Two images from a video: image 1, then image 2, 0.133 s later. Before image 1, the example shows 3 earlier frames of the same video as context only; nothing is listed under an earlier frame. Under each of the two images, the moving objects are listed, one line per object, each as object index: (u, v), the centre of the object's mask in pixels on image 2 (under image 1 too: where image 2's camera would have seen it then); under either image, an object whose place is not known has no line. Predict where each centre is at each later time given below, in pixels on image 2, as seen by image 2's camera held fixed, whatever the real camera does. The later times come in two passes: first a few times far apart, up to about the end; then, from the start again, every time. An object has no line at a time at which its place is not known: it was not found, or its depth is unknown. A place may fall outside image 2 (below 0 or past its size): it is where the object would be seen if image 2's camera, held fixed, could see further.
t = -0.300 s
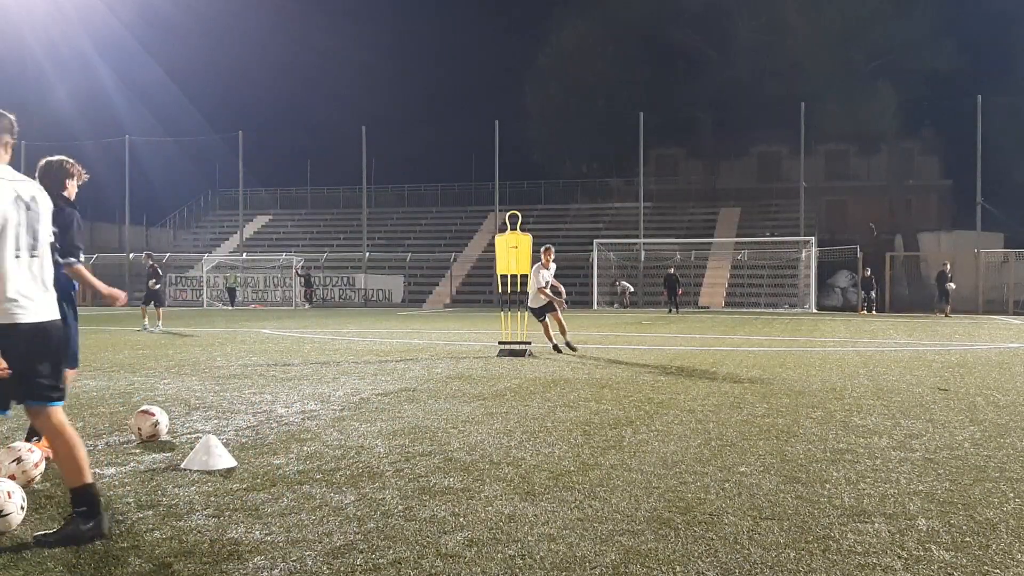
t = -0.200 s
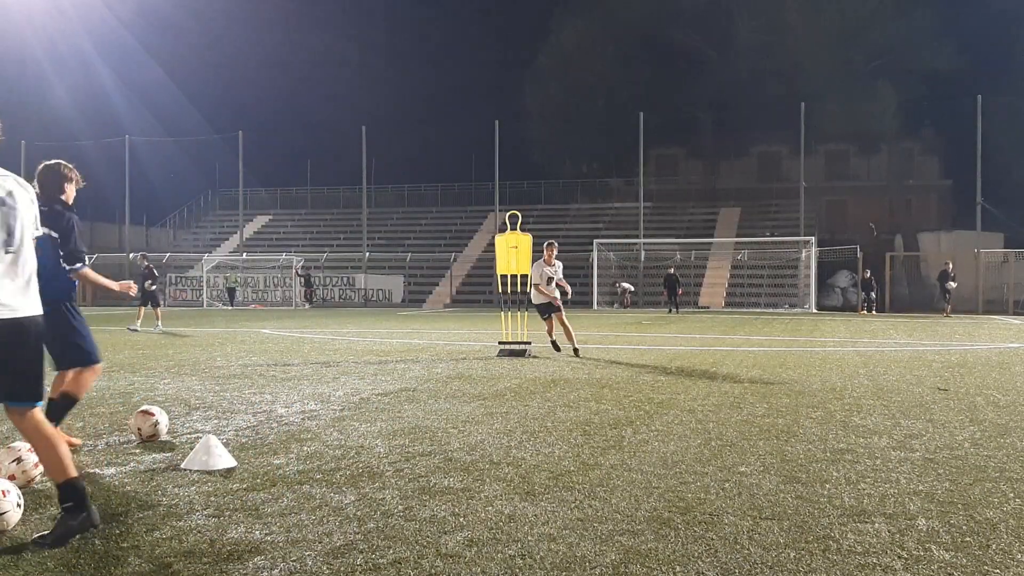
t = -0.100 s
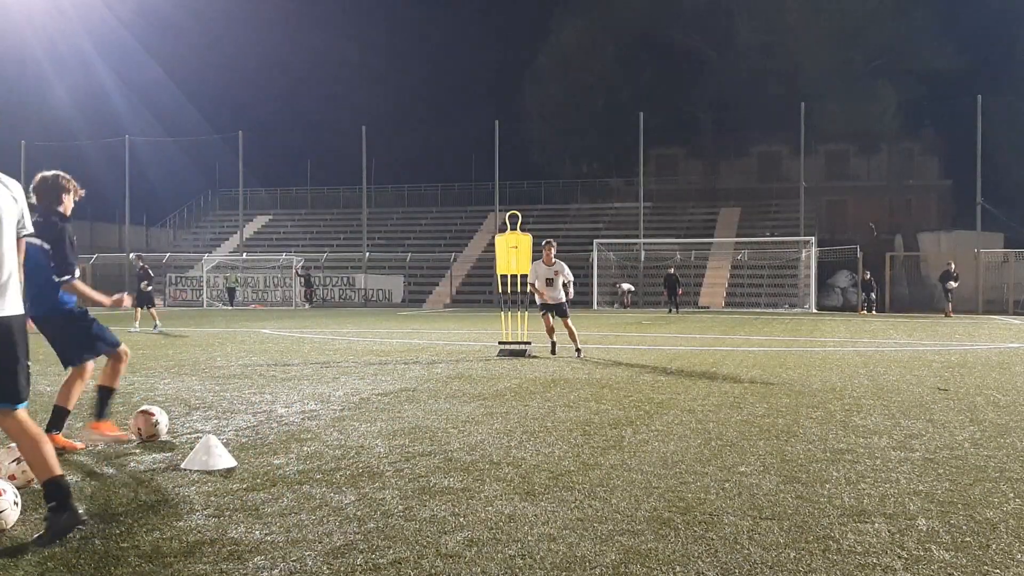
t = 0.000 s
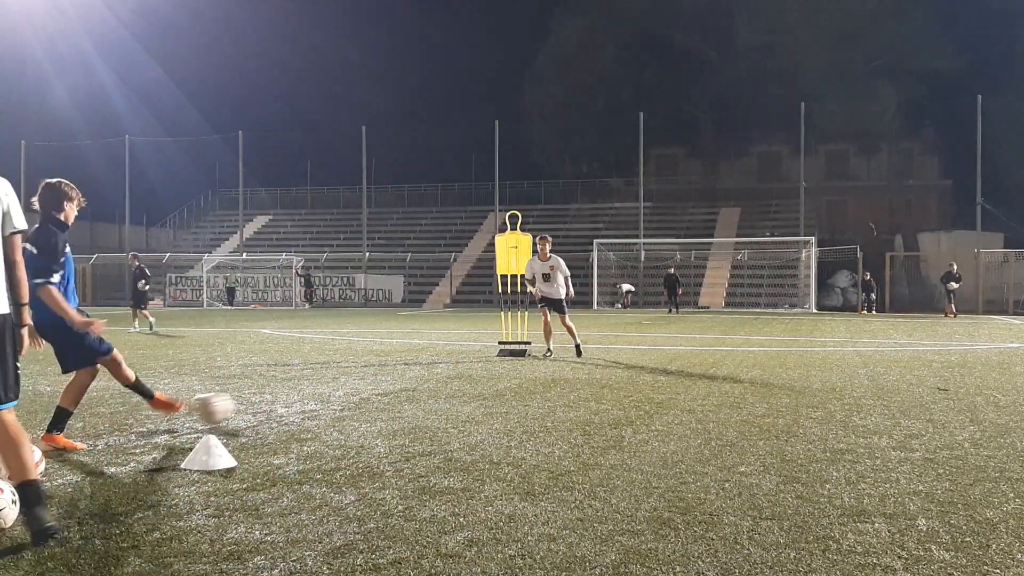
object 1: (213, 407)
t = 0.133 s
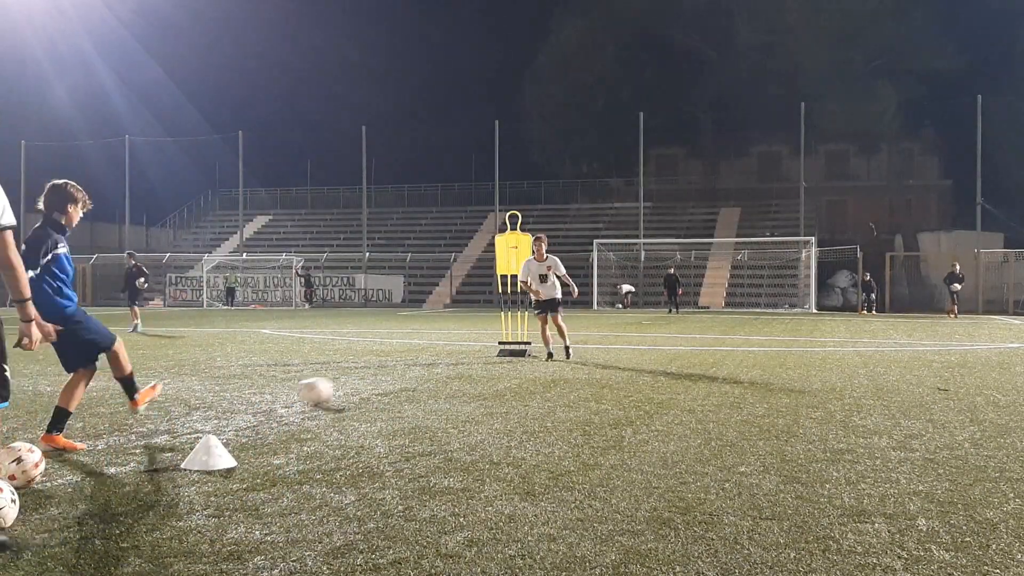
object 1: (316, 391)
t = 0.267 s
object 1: (386, 378)
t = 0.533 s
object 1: (470, 362)
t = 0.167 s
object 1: (336, 388)
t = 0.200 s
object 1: (355, 385)
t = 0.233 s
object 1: (372, 382)
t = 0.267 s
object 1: (386, 378)
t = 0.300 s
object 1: (400, 377)
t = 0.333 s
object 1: (412, 374)
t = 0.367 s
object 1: (423, 372)
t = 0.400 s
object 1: (434, 369)
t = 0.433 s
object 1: (447, 369)
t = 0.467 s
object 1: (454, 366)
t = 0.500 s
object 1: (462, 363)
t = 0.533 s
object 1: (470, 362)
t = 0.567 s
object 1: (478, 361)
